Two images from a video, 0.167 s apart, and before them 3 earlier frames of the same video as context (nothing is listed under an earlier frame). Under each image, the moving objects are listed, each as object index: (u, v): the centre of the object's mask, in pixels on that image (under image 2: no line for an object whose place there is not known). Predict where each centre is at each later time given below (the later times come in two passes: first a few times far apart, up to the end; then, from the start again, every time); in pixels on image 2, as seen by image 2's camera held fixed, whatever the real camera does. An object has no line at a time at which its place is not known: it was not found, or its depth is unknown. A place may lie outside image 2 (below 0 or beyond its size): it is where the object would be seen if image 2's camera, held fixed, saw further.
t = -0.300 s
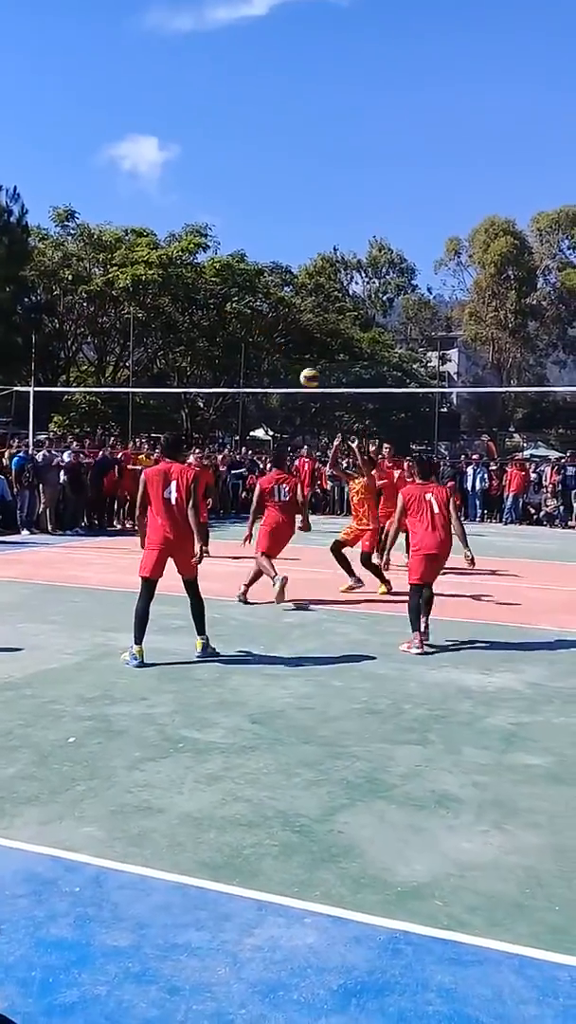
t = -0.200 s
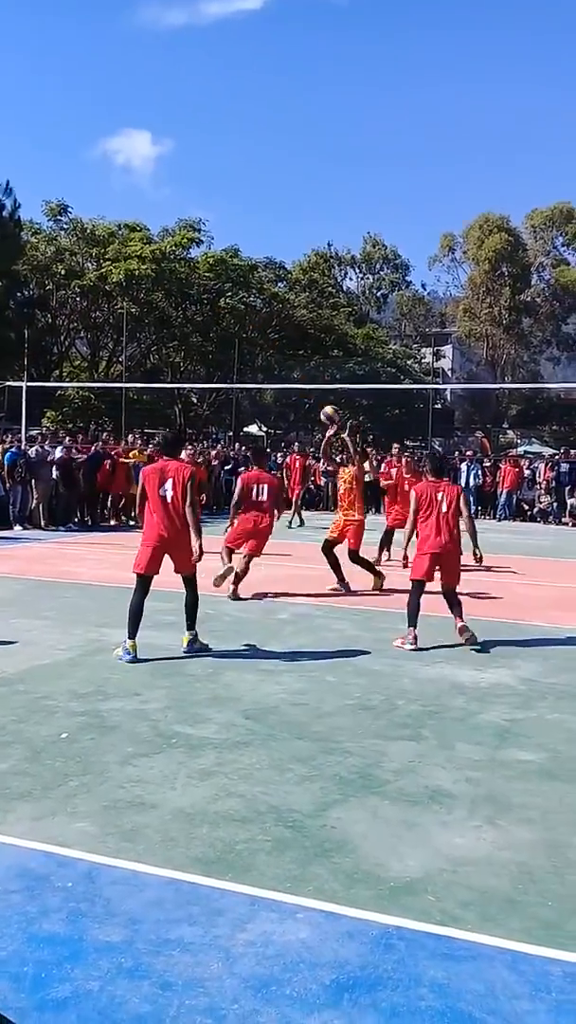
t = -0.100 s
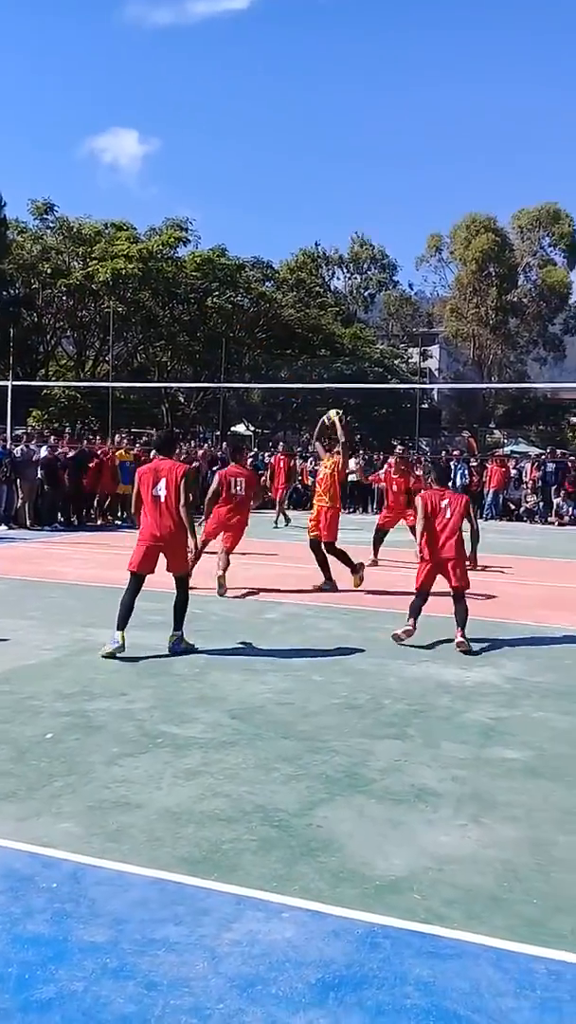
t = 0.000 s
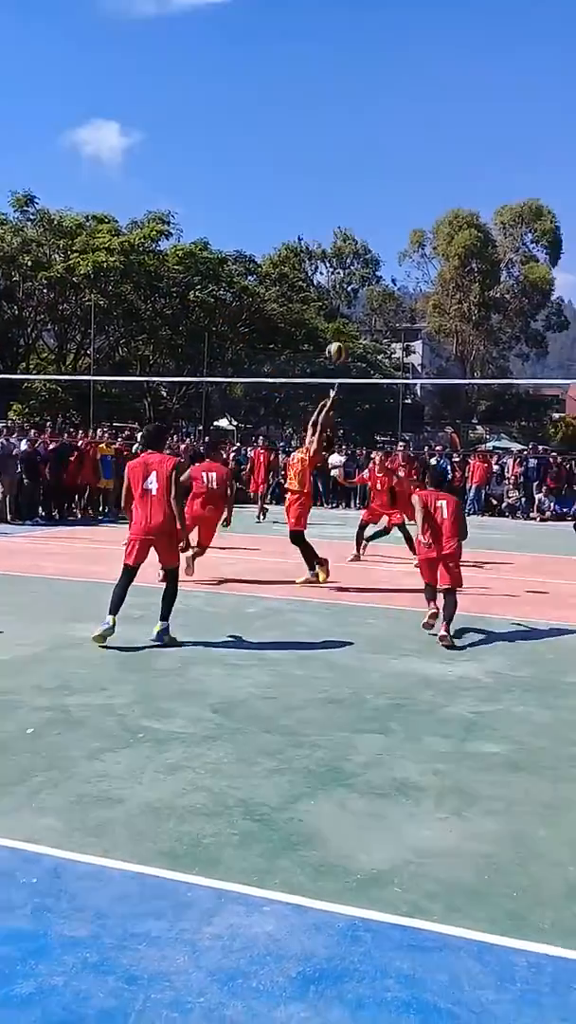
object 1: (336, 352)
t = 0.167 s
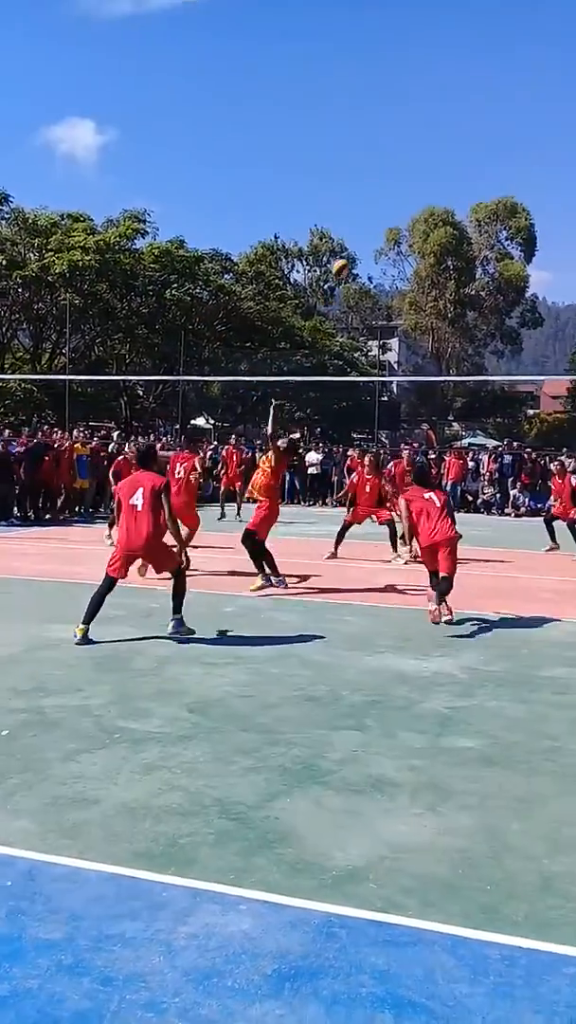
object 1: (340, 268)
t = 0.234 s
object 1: (351, 245)
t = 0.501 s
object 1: (392, 189)
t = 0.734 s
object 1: (428, 194)
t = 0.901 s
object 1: (448, 225)
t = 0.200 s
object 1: (346, 257)
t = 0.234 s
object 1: (351, 245)
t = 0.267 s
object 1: (357, 234)
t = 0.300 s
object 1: (363, 224)
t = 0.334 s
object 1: (368, 216)
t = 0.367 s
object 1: (373, 209)
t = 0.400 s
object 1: (378, 202)
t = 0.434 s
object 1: (382, 197)
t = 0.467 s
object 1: (389, 192)
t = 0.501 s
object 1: (392, 189)
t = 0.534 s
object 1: (398, 187)
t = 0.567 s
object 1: (405, 185)
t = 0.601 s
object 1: (407, 185)
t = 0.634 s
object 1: (412, 186)
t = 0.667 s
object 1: (419, 187)
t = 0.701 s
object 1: (424, 191)
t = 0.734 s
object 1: (428, 194)
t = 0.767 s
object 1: (433, 199)
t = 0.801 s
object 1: (437, 204)
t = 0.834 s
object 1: (440, 210)
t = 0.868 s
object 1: (445, 218)
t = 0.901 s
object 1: (448, 225)
